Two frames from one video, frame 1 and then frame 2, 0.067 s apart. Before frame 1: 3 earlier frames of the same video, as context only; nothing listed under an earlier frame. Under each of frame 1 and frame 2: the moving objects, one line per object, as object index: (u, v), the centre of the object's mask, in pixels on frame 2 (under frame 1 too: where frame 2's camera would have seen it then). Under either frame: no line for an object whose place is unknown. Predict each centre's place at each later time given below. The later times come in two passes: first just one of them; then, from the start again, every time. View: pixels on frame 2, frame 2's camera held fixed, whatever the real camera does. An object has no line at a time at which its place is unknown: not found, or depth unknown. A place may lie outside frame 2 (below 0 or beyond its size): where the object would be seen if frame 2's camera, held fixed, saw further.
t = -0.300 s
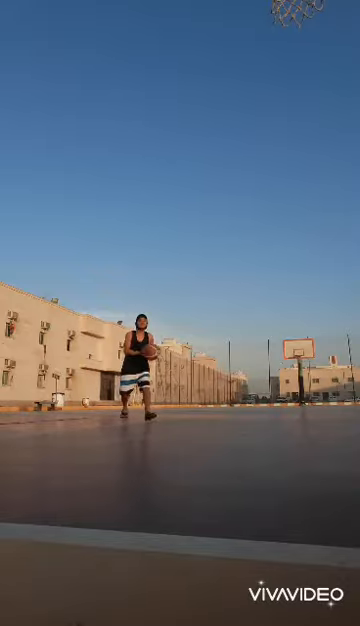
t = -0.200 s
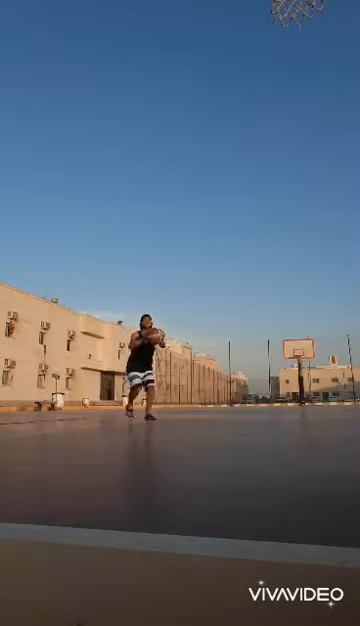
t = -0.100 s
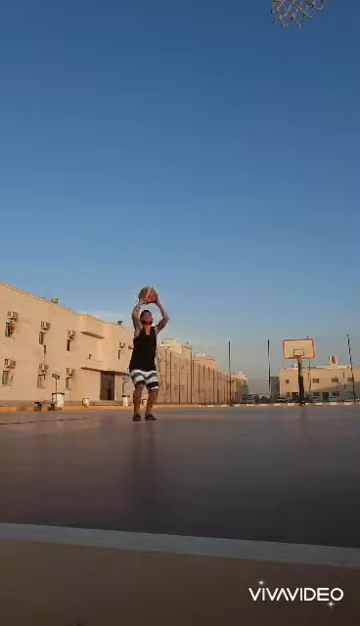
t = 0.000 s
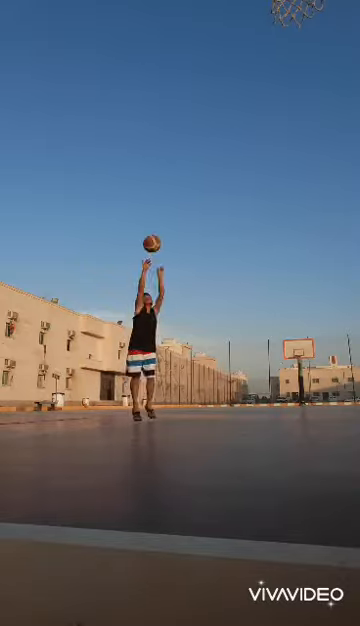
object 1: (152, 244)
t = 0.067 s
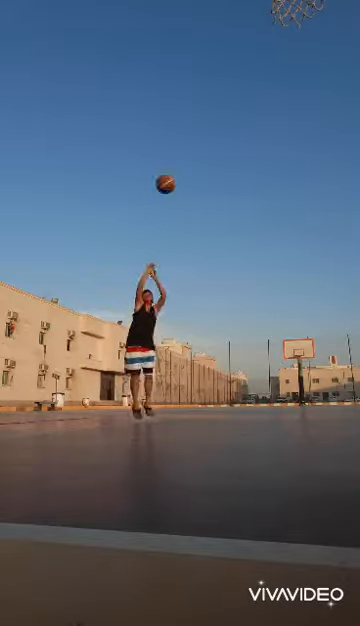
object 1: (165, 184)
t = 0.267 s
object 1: (235, 14)
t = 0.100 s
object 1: (173, 155)
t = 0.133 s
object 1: (186, 115)
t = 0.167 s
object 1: (195, 89)
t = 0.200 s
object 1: (207, 64)
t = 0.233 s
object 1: (219, 38)
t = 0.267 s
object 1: (235, 14)
